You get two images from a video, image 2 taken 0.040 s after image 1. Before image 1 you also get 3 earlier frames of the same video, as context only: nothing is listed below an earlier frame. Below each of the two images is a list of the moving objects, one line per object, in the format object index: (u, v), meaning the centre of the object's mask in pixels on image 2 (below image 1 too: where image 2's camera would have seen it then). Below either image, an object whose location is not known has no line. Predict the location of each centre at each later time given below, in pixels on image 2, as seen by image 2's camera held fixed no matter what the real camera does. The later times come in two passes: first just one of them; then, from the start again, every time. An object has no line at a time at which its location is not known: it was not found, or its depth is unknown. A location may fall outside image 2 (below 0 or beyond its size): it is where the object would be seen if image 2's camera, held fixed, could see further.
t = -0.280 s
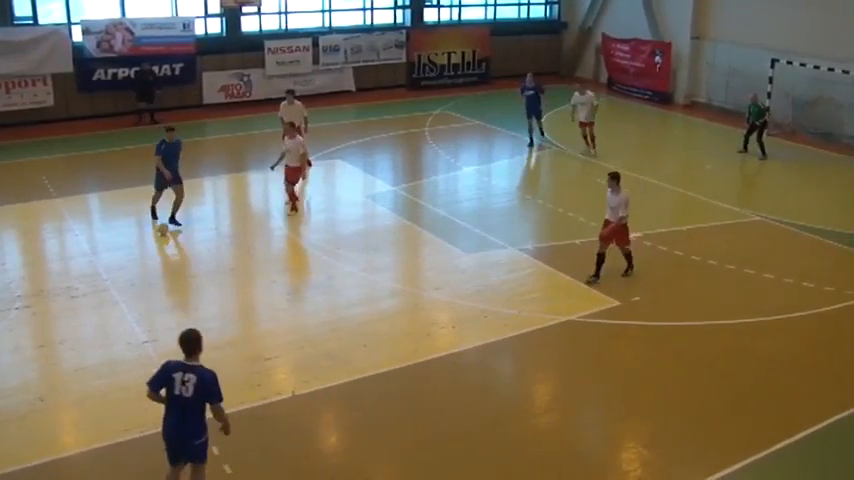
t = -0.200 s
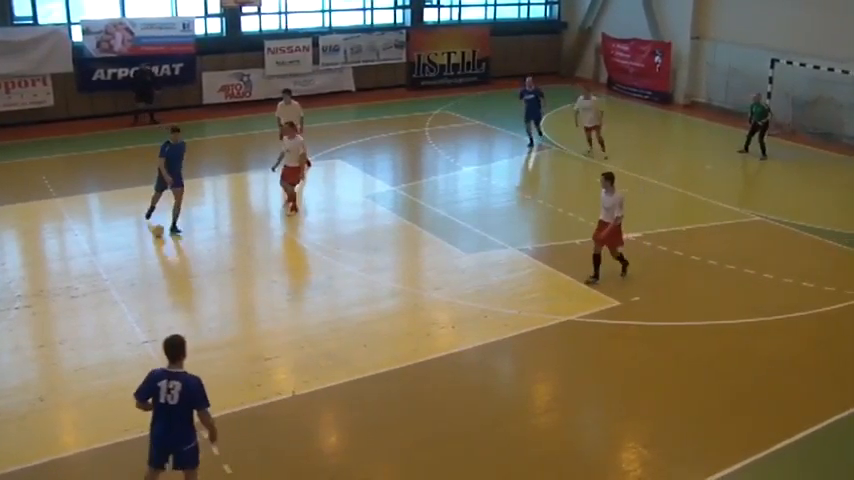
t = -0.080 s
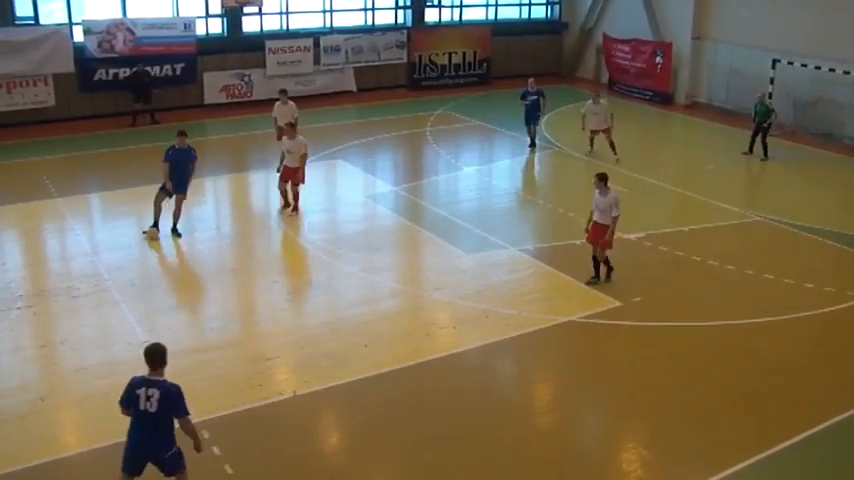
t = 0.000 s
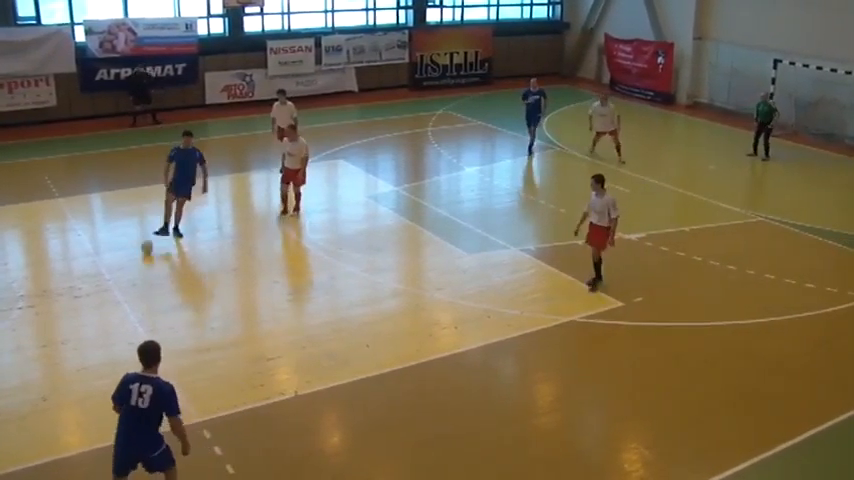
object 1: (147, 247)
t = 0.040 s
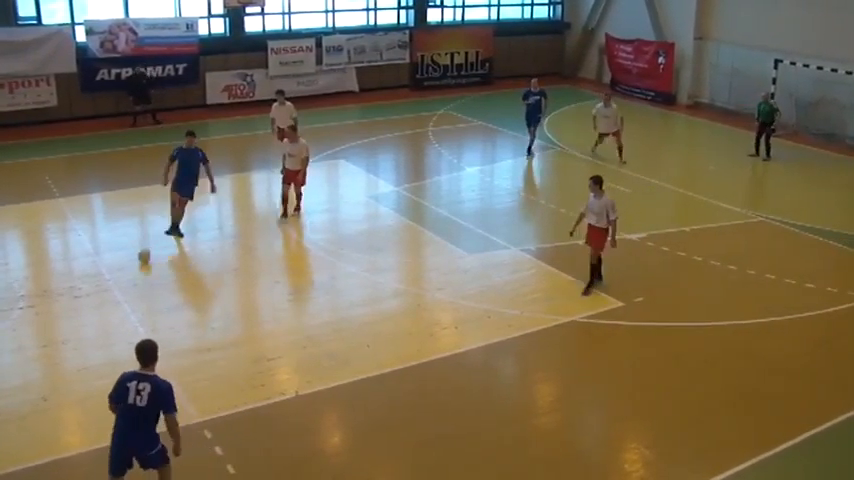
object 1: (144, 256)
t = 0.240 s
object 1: (125, 300)
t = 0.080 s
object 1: (140, 264)
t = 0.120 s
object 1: (136, 273)
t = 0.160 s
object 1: (132, 282)
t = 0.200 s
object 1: (128, 291)
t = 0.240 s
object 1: (125, 300)
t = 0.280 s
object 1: (120, 310)
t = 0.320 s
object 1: (116, 320)
